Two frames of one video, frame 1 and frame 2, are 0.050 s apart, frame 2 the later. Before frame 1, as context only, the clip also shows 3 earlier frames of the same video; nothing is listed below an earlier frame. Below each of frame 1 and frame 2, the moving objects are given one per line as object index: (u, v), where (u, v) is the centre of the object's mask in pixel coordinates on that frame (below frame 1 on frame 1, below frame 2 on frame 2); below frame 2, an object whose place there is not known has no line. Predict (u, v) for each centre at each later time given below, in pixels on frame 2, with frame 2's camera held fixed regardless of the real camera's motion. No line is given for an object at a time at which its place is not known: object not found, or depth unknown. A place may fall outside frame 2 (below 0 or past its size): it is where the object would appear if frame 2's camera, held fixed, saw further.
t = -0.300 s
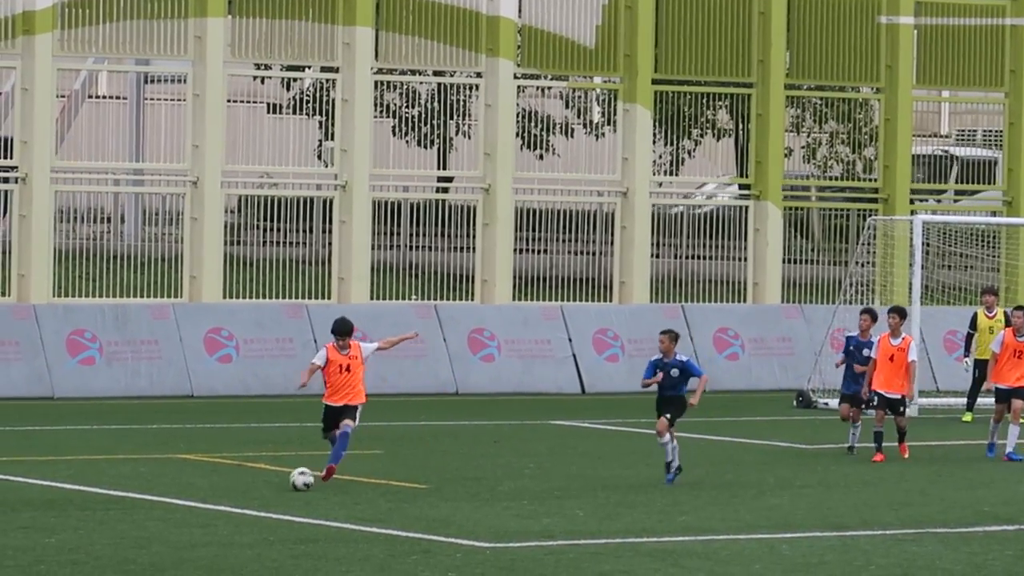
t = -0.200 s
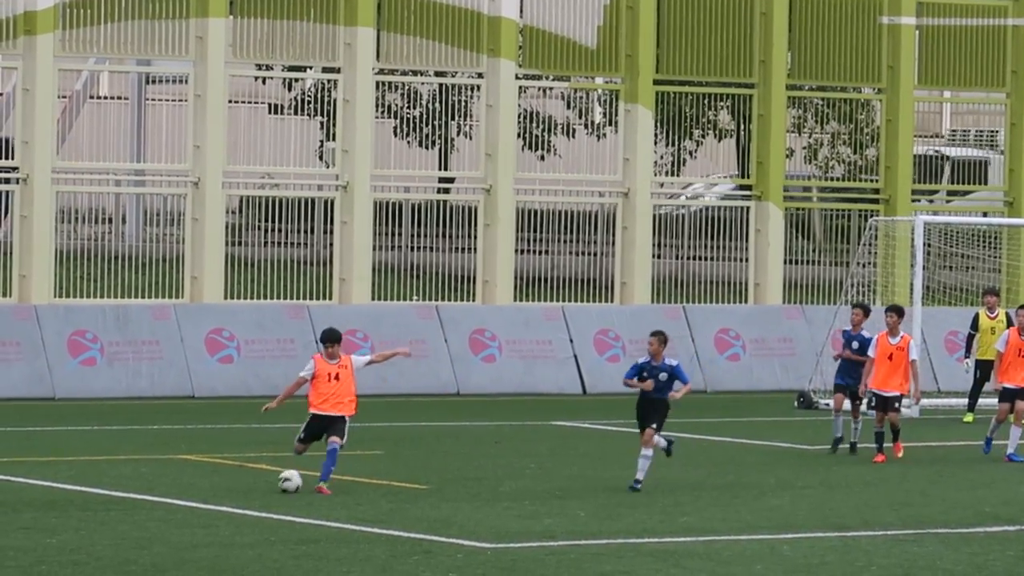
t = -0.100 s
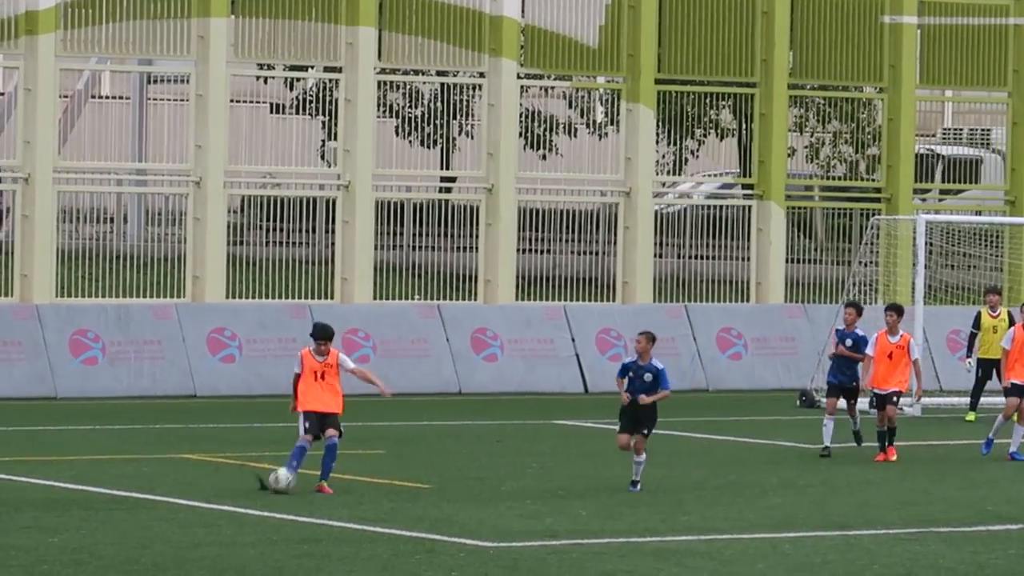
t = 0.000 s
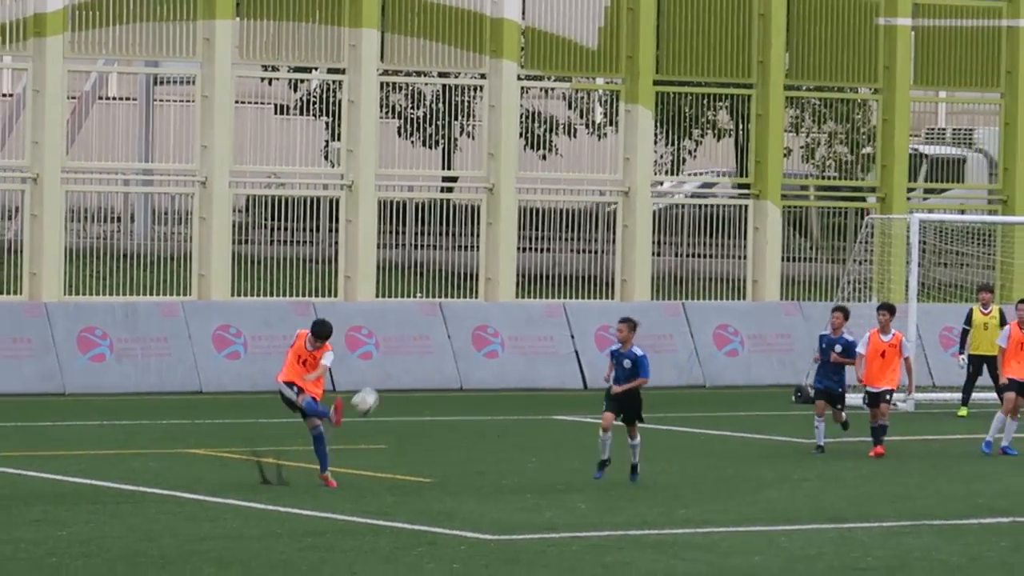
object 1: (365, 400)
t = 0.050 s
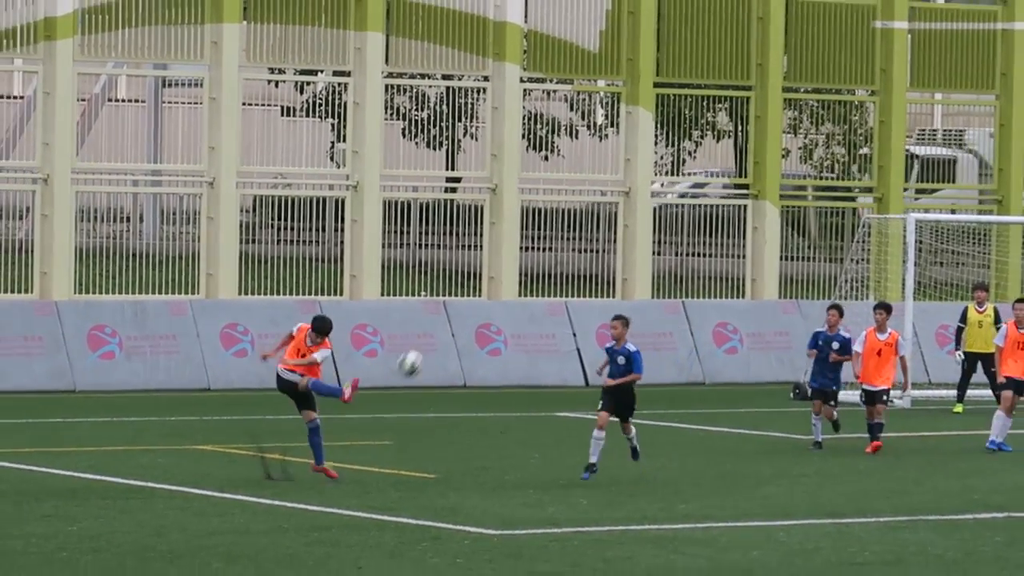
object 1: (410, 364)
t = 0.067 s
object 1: (424, 353)
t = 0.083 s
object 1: (440, 341)
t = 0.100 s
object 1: (455, 330)
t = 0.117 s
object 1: (469, 321)
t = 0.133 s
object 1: (484, 309)
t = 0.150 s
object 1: (498, 298)
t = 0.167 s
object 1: (512, 288)
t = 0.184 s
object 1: (528, 279)
